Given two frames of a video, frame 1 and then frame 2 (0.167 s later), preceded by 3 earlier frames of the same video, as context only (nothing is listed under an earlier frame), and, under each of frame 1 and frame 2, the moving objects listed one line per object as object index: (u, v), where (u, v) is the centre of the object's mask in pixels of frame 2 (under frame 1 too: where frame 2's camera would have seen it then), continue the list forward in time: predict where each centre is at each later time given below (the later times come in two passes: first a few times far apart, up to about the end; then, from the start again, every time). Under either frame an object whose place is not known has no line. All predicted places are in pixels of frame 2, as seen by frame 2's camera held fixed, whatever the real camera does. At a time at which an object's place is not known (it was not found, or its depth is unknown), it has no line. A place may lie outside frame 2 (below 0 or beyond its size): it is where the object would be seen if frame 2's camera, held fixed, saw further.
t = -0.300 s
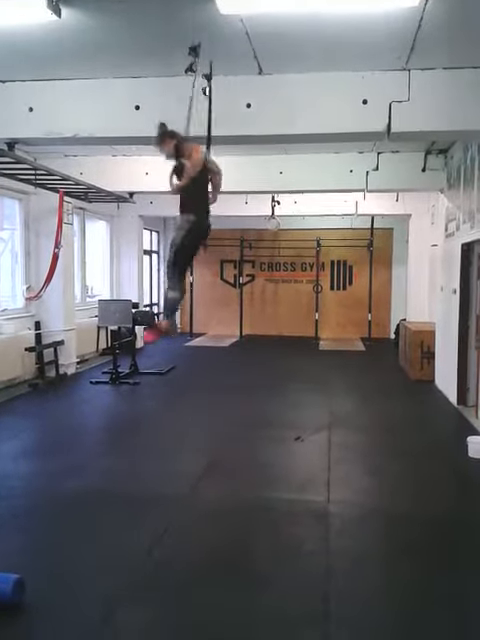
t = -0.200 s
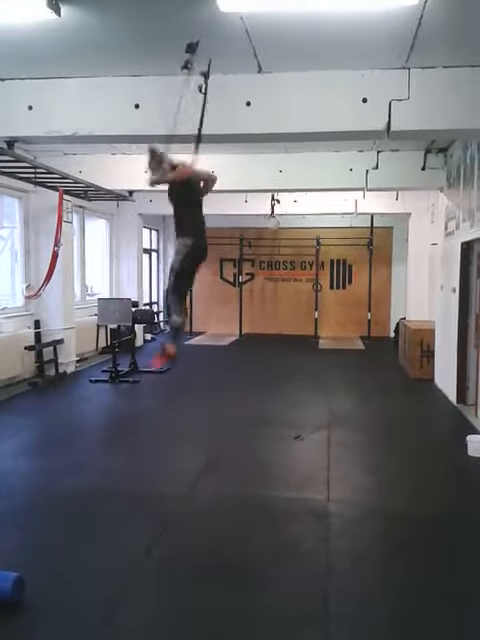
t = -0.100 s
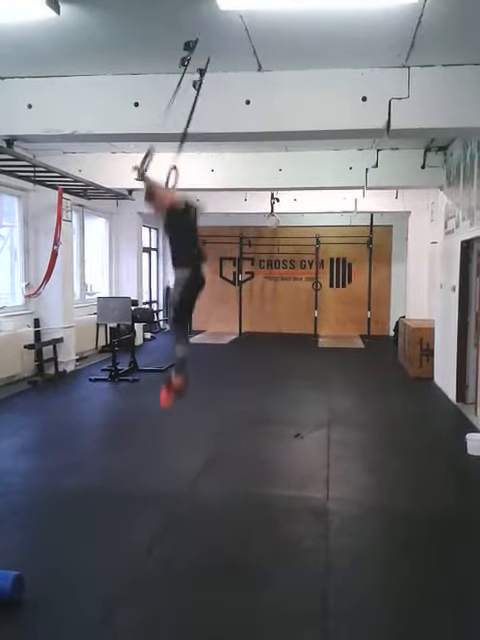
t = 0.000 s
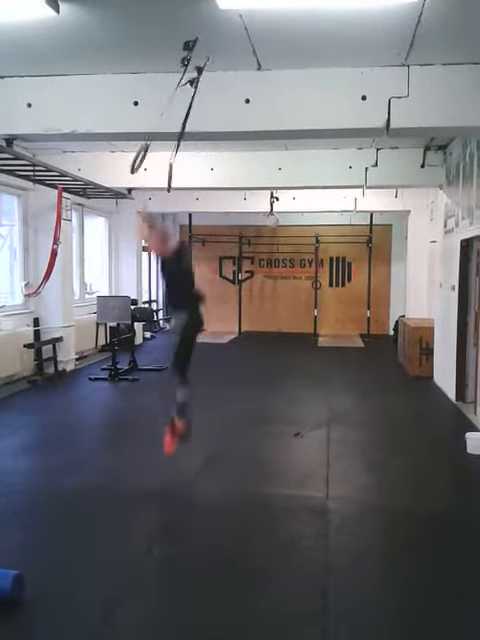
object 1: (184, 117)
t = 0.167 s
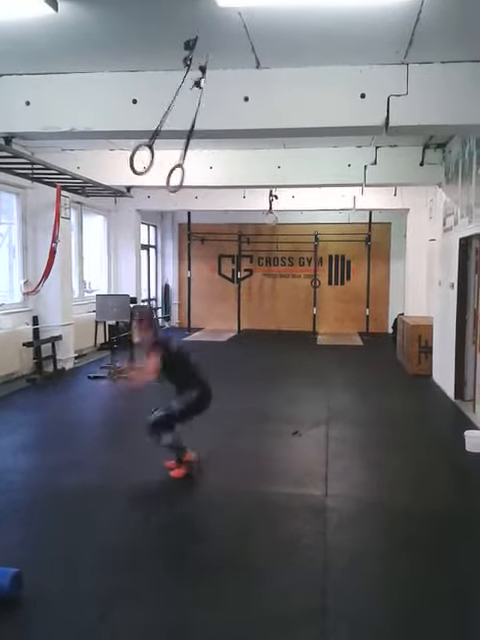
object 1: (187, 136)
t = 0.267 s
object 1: (193, 144)
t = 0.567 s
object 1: (219, 144)
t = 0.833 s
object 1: (237, 128)
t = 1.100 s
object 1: (236, 132)
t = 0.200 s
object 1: (189, 140)
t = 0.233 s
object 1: (190, 143)
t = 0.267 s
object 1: (193, 144)
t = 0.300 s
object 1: (195, 145)
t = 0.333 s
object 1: (198, 147)
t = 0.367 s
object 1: (200, 147)
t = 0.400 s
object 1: (203, 148)
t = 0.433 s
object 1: (207, 146)
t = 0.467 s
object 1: (209, 145)
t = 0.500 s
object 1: (212, 144)
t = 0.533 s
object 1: (216, 149)
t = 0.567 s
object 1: (219, 144)
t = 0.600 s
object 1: (223, 145)
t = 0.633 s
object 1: (225, 142)
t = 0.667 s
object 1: (227, 141)
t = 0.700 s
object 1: (230, 140)
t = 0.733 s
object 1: (233, 137)
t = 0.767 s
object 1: (235, 135)
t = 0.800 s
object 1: (236, 131)
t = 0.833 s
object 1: (237, 128)
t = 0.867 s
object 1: (237, 125)
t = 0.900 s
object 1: (239, 132)
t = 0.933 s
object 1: (238, 130)
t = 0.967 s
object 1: (238, 130)
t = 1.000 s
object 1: (238, 130)
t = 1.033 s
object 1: (237, 130)
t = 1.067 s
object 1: (237, 131)
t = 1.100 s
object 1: (236, 132)
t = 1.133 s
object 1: (235, 132)
